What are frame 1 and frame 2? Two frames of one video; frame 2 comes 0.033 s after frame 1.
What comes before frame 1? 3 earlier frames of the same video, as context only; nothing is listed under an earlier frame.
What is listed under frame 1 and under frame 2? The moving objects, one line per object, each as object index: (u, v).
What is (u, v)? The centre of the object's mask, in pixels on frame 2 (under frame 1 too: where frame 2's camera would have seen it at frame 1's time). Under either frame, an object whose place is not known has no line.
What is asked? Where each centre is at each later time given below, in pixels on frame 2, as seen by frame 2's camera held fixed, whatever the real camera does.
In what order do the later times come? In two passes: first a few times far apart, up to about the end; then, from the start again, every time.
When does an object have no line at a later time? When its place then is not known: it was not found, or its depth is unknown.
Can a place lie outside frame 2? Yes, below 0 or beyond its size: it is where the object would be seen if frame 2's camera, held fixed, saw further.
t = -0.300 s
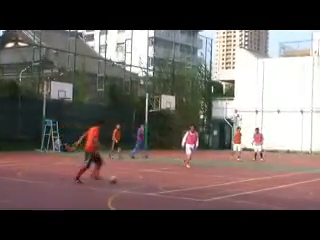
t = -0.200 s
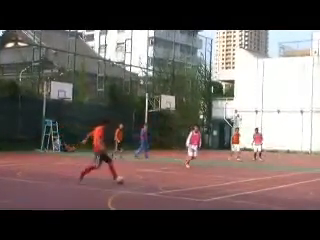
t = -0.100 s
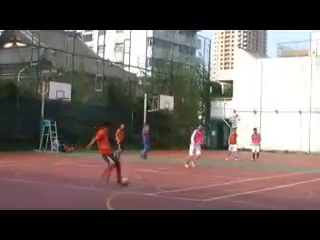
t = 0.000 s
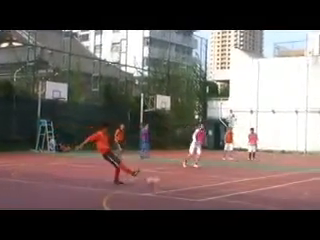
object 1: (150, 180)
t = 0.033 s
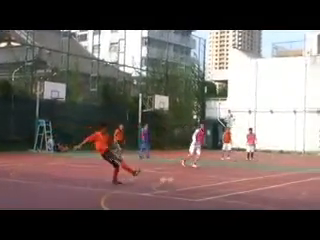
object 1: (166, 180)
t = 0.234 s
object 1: (248, 178)
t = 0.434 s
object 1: (312, 179)
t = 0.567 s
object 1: (348, 179)
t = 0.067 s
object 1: (181, 180)
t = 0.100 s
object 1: (197, 179)
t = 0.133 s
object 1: (209, 180)
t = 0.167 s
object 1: (224, 180)
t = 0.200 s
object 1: (235, 178)
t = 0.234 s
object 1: (248, 178)
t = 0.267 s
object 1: (260, 179)
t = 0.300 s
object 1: (271, 179)
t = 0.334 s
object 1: (282, 177)
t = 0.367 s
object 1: (293, 178)
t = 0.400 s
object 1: (303, 179)
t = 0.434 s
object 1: (312, 179)
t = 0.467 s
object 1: (321, 179)
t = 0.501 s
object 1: (329, 178)
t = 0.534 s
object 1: (339, 179)
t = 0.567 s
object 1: (348, 179)
